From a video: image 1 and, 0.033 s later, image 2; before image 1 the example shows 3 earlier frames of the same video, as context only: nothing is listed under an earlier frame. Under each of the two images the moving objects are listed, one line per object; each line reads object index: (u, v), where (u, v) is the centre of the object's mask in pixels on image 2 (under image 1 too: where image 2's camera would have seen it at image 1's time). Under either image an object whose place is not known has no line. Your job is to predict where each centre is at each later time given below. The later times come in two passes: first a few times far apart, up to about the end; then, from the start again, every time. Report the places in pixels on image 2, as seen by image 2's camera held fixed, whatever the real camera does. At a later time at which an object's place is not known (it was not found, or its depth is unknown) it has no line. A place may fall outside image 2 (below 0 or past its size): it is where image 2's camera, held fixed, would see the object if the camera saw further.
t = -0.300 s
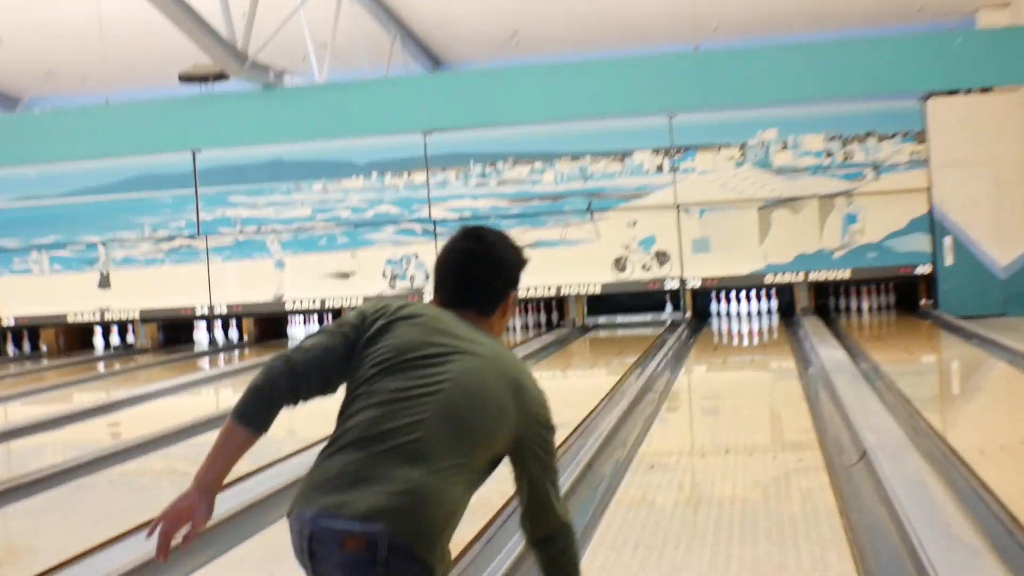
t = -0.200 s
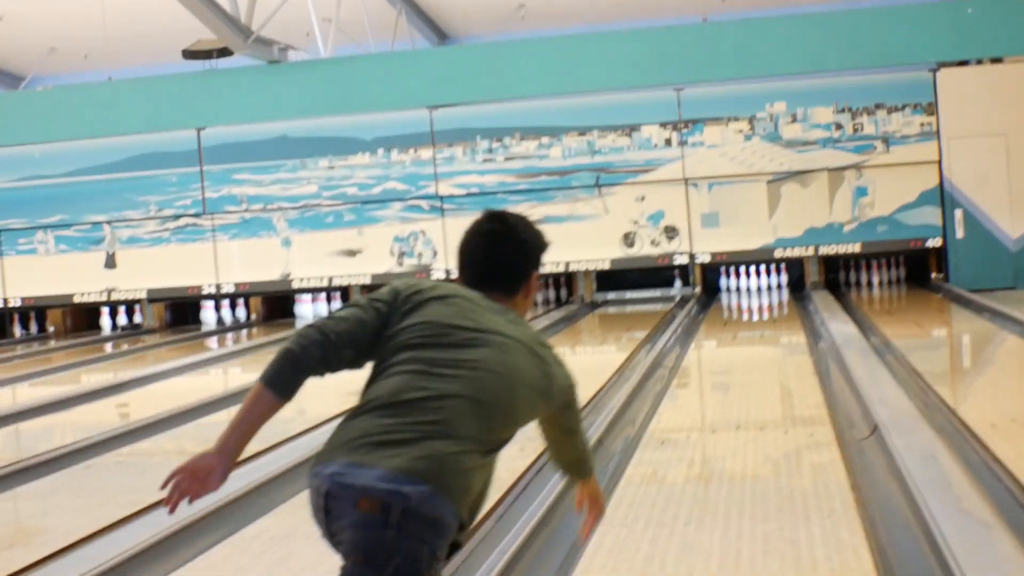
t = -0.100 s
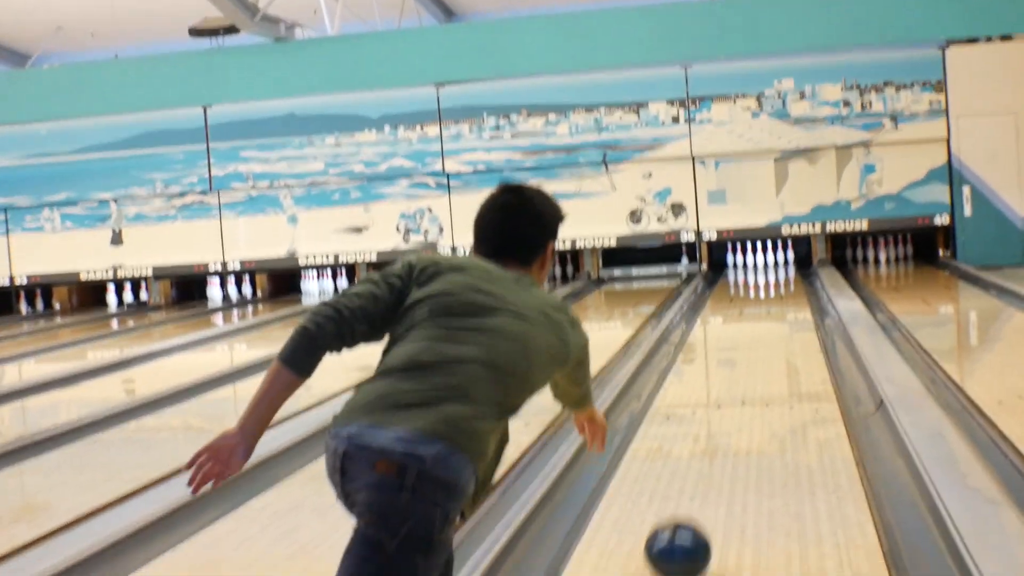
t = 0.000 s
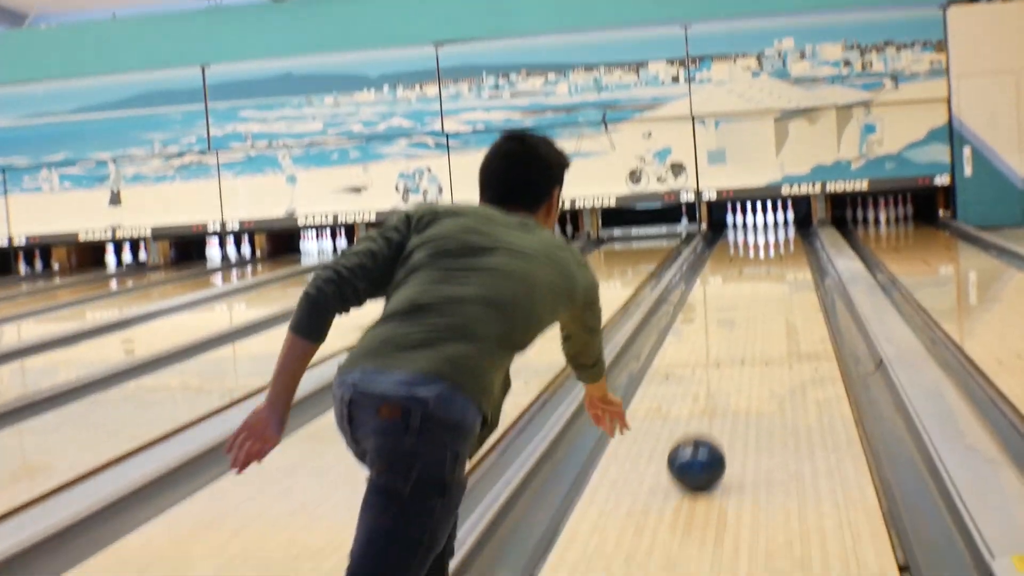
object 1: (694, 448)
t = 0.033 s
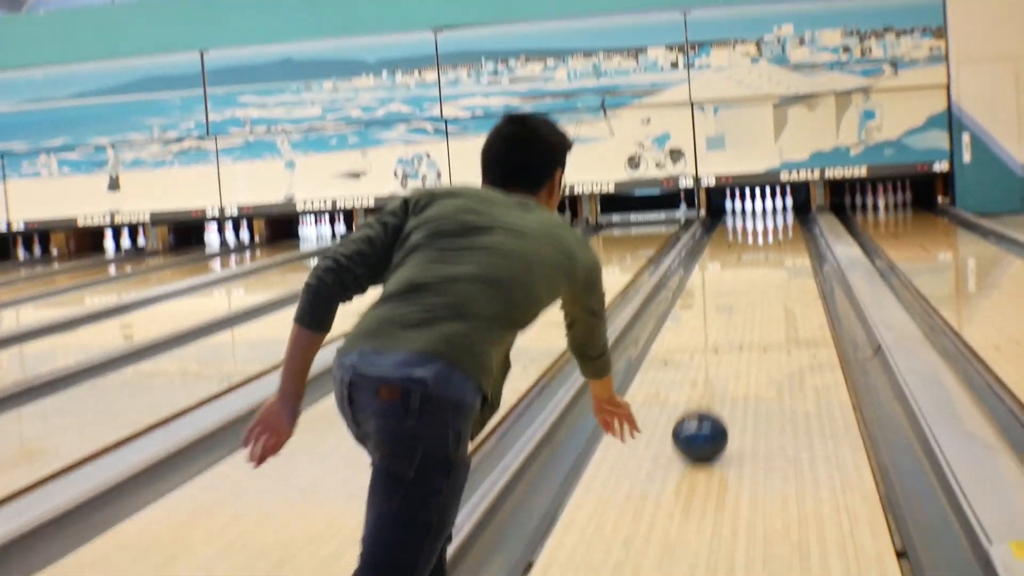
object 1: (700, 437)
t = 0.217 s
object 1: (725, 382)
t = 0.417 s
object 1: (741, 340)
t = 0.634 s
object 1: (753, 309)
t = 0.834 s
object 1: (761, 288)
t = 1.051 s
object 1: (768, 271)
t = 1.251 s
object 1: (774, 257)
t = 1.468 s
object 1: (779, 244)
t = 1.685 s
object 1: (783, 235)
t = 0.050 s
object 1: (703, 431)
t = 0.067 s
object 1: (706, 425)
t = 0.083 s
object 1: (708, 419)
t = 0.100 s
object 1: (711, 414)
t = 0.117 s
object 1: (713, 410)
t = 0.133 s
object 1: (715, 404)
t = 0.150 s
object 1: (717, 400)
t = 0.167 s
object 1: (719, 395)
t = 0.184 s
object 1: (721, 391)
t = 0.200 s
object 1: (723, 386)
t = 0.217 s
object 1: (725, 382)
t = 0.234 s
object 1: (726, 378)
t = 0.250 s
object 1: (728, 373)
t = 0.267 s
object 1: (729, 369)
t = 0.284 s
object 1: (731, 366)
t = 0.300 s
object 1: (732, 362)
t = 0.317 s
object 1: (734, 359)
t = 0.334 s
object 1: (735, 356)
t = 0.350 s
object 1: (736, 353)
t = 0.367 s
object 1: (738, 349)
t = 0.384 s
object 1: (739, 346)
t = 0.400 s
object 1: (740, 343)
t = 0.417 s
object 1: (741, 340)
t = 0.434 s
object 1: (742, 338)
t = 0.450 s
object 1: (743, 335)
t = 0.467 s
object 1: (744, 332)
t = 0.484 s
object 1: (745, 329)
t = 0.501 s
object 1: (746, 327)
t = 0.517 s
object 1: (747, 324)
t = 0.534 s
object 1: (748, 322)
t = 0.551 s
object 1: (749, 319)
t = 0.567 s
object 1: (750, 317)
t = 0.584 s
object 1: (751, 315)
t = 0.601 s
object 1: (752, 313)
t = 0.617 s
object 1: (753, 311)
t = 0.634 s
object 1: (753, 309)
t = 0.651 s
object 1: (754, 307)
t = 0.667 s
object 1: (755, 305)
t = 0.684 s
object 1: (756, 303)
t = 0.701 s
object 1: (756, 301)
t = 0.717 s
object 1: (757, 299)
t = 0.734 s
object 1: (758, 298)
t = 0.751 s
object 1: (758, 297)
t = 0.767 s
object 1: (759, 295)
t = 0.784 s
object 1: (760, 293)
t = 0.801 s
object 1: (760, 292)
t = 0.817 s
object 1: (761, 290)
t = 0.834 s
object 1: (761, 288)
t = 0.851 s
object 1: (762, 287)
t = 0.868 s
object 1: (763, 286)
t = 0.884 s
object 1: (763, 284)
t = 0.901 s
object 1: (764, 282)
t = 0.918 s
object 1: (764, 281)
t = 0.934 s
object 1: (765, 279)
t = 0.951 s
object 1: (765, 278)
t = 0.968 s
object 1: (766, 277)
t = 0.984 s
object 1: (766, 276)
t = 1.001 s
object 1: (767, 274)
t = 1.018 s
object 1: (767, 273)
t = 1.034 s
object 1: (768, 272)
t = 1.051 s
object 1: (768, 271)
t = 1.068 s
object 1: (769, 269)
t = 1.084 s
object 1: (769, 268)
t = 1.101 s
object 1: (770, 267)
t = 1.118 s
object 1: (770, 266)
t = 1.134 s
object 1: (771, 265)
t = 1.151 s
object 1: (771, 263)
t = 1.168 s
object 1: (771, 262)
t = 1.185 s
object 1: (772, 261)
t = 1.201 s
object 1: (773, 259)
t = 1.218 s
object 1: (773, 258)
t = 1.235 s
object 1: (773, 257)
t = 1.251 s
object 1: (774, 257)
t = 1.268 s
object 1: (774, 256)
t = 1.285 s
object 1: (775, 255)
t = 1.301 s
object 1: (775, 254)
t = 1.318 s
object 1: (776, 253)
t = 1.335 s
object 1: (776, 251)
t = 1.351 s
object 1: (777, 250)
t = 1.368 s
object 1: (777, 249)
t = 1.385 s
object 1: (777, 249)
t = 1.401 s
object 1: (778, 248)
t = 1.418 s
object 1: (778, 248)
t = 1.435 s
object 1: (778, 246)
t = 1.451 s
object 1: (778, 245)
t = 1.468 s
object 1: (779, 244)
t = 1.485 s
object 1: (779, 243)
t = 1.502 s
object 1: (780, 242)
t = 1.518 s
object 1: (780, 242)
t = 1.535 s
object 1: (780, 241)
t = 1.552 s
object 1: (781, 240)
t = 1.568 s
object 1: (781, 240)
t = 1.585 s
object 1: (782, 239)
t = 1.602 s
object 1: (782, 239)
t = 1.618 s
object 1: (782, 238)
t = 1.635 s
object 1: (782, 238)
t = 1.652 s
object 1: (783, 237)
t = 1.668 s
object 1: (783, 236)
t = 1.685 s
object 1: (783, 235)
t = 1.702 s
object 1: (784, 235)
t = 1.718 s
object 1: (784, 234)
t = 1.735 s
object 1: (784, 234)
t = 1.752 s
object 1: (785, 233)
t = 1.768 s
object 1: (785, 233)
